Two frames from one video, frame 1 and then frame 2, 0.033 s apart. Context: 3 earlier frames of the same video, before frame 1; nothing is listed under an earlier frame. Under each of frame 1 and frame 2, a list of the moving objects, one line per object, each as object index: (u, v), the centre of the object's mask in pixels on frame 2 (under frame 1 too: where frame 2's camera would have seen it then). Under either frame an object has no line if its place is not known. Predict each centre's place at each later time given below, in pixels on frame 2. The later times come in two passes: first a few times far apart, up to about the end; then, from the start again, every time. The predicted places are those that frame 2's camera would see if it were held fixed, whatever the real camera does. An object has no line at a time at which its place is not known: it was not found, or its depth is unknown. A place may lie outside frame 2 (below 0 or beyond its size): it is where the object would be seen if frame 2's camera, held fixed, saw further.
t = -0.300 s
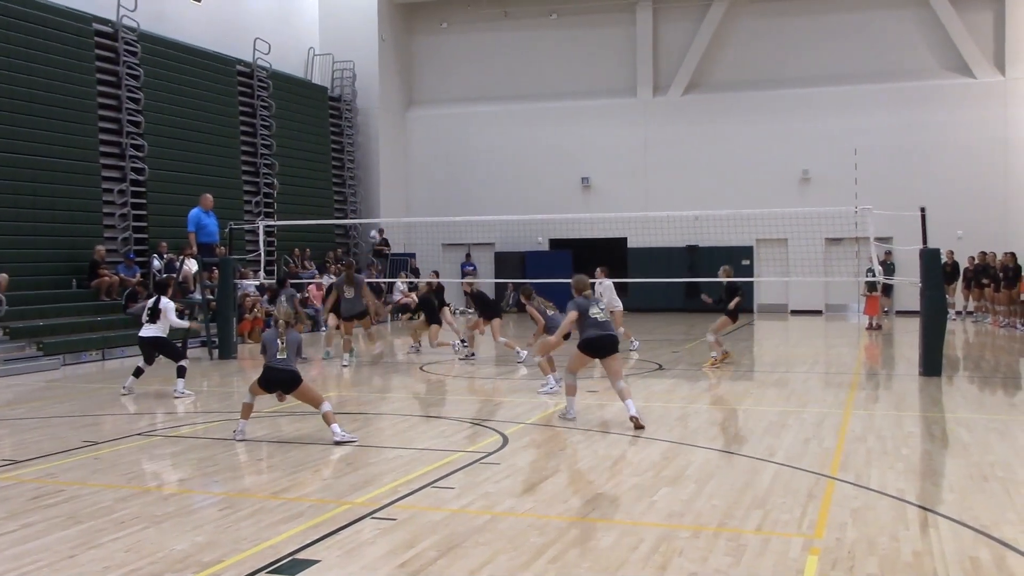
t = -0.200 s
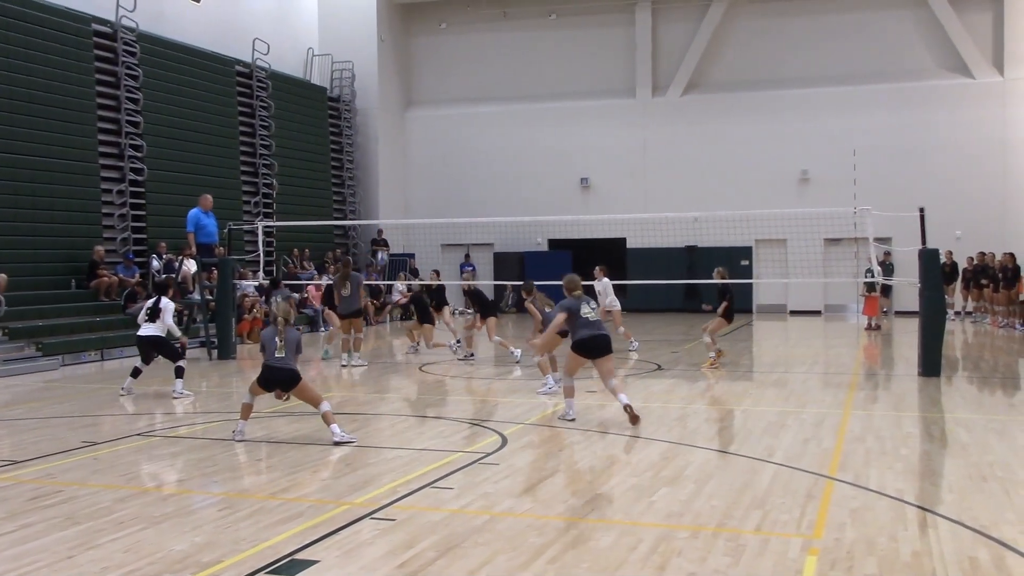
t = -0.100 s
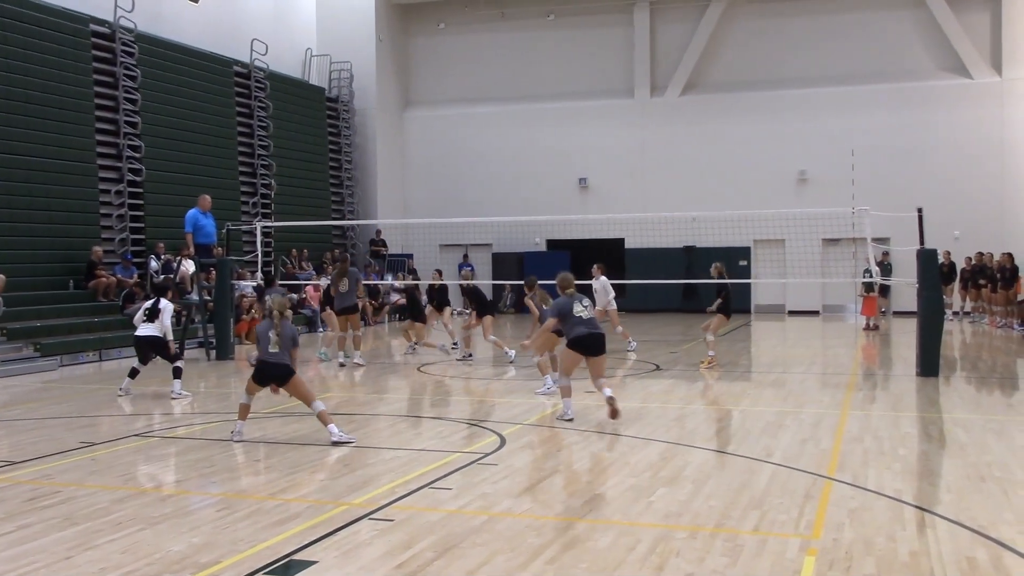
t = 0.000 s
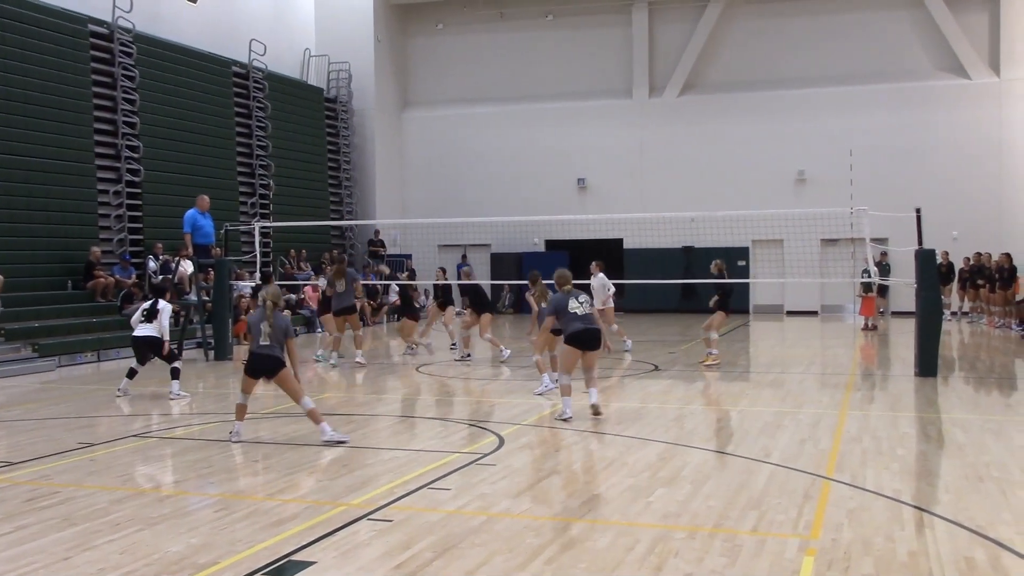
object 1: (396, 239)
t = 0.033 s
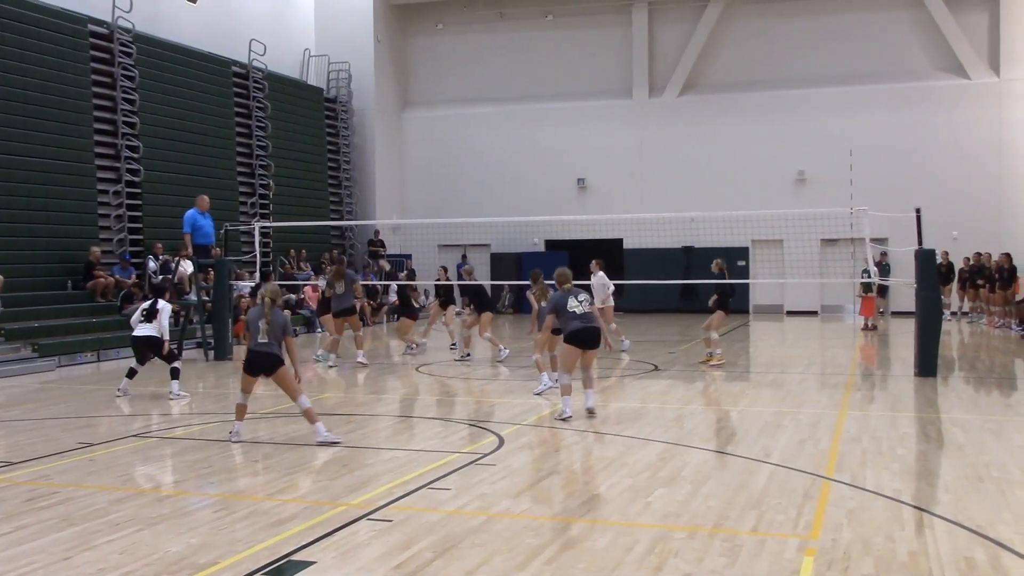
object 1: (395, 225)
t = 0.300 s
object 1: (414, 139)
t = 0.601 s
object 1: (436, 88)
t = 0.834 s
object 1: (452, 83)
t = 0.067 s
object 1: (398, 211)
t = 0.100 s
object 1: (400, 198)
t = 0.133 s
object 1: (404, 186)
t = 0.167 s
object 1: (406, 175)
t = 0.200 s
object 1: (408, 164)
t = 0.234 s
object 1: (411, 156)
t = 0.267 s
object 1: (412, 147)
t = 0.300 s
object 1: (414, 139)
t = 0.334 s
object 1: (416, 129)
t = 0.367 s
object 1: (419, 122)
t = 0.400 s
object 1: (422, 115)
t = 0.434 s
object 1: (424, 109)
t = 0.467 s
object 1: (426, 103)
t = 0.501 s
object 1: (428, 97)
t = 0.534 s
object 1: (430, 94)
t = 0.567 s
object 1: (434, 91)
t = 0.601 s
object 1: (436, 88)
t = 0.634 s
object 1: (438, 85)
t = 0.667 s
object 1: (441, 83)
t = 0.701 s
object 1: (443, 82)
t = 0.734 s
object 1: (445, 82)
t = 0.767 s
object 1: (447, 82)
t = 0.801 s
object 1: (450, 82)
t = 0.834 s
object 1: (452, 83)
